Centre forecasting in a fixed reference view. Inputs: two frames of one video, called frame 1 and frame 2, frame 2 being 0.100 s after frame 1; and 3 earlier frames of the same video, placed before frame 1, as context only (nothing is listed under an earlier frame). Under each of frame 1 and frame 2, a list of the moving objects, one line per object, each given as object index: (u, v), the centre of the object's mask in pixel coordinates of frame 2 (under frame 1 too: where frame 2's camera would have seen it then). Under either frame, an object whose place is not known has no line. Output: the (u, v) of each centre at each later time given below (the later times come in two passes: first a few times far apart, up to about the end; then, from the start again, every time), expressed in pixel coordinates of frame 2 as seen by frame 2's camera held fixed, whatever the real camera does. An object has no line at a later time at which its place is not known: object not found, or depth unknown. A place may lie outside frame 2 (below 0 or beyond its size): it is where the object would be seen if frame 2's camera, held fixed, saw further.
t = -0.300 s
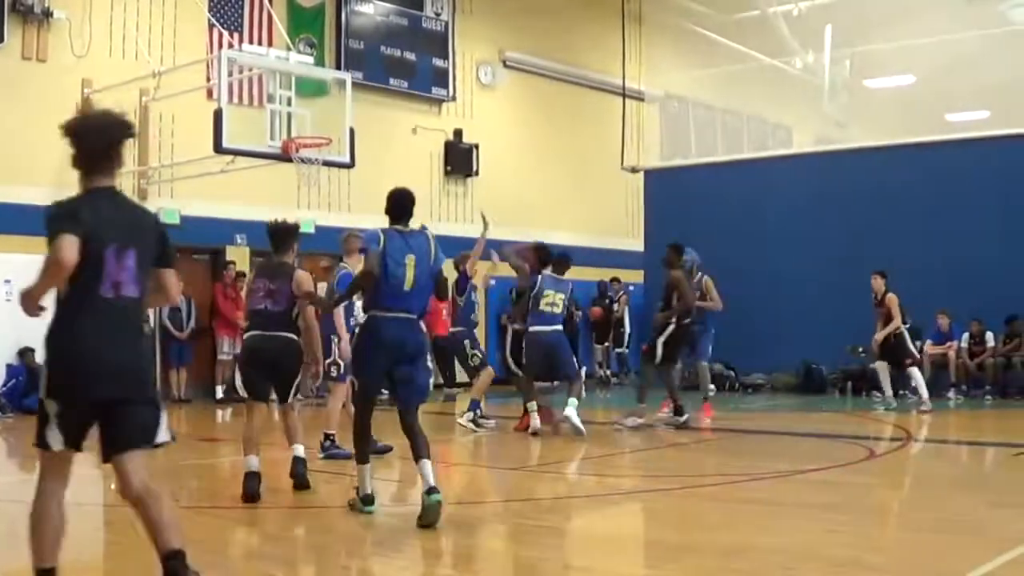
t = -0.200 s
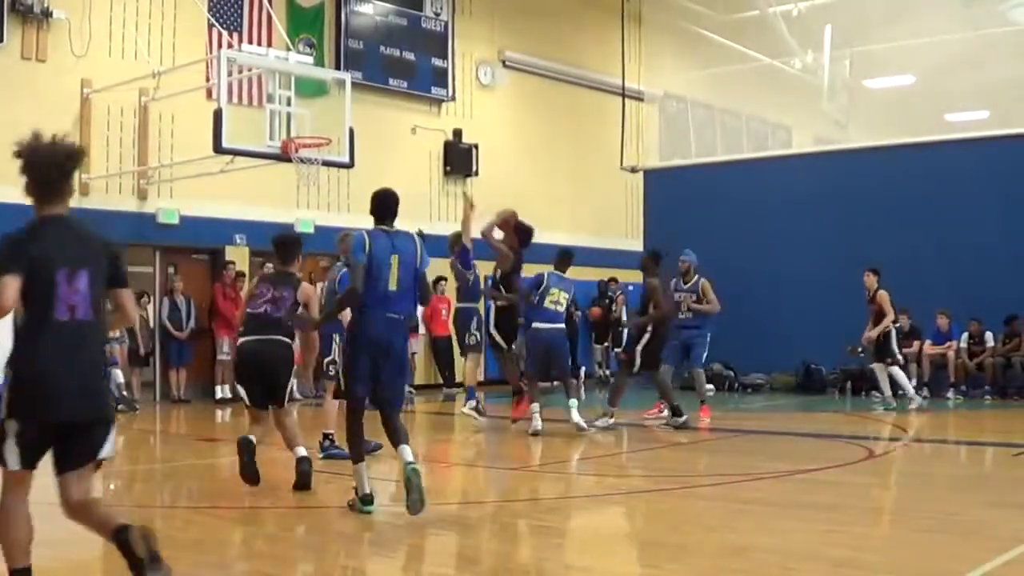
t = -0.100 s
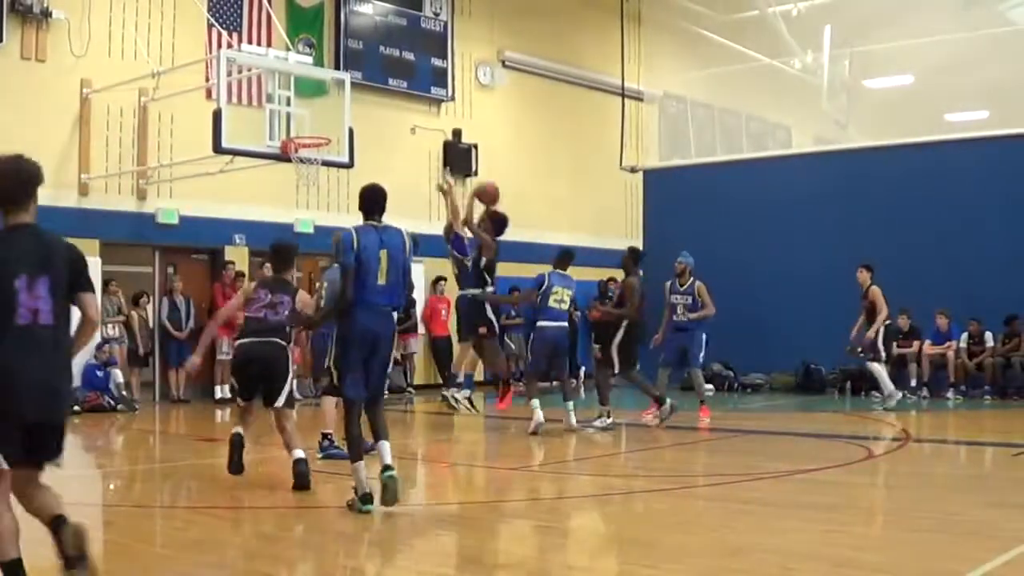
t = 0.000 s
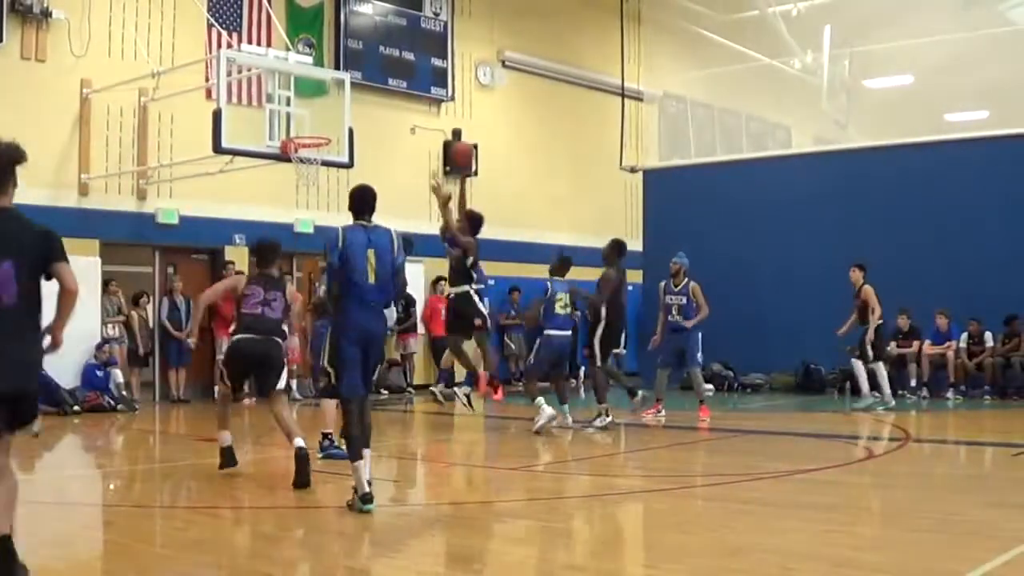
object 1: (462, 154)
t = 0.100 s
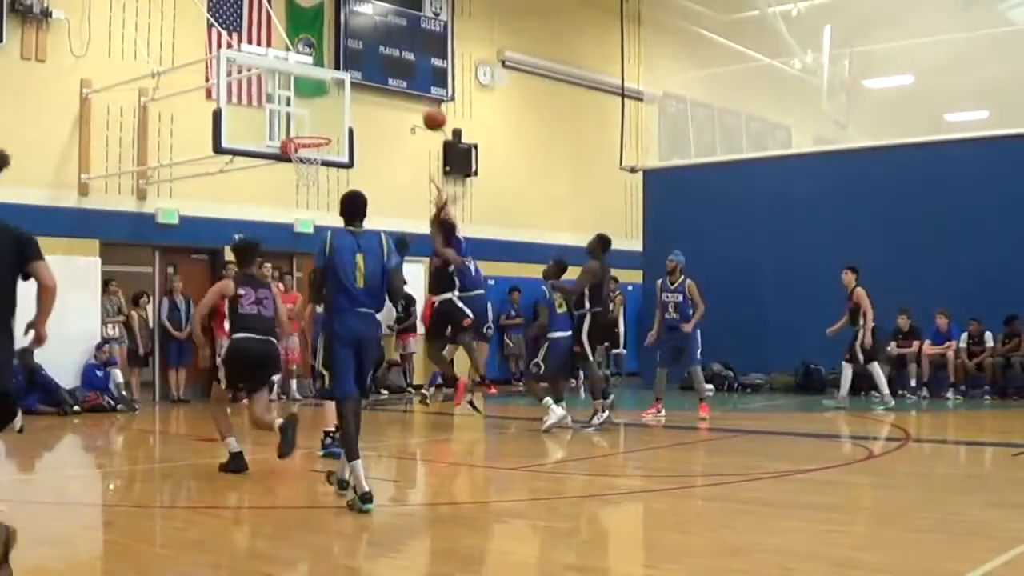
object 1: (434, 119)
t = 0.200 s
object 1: (407, 97)
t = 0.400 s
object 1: (355, 80)
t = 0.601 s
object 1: (306, 101)
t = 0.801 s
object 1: (308, 139)
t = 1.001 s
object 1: (320, 167)
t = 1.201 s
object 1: (311, 173)
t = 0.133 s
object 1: (426, 111)
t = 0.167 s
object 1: (416, 103)
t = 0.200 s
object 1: (407, 97)
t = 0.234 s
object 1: (399, 92)
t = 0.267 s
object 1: (389, 87)
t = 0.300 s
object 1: (381, 84)
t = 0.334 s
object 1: (373, 82)
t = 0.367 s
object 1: (364, 80)
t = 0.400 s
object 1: (355, 80)
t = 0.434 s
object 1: (347, 81)
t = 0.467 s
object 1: (338, 84)
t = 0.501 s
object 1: (330, 87)
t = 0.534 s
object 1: (322, 91)
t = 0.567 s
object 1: (315, 95)
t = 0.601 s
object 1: (306, 101)
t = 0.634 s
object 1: (298, 107)
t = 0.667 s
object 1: (292, 113)
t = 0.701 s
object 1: (296, 119)
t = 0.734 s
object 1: (300, 124)
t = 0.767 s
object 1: (304, 131)
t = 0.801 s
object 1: (308, 139)
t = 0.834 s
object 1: (311, 145)
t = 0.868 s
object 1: (316, 149)
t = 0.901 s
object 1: (318, 156)
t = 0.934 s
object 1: (320, 163)
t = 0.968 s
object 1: (321, 165)
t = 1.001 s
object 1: (320, 167)
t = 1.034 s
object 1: (319, 168)
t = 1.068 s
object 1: (318, 168)
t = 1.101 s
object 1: (315, 168)
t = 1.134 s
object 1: (315, 170)
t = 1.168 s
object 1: (313, 171)
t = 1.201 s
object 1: (311, 173)
